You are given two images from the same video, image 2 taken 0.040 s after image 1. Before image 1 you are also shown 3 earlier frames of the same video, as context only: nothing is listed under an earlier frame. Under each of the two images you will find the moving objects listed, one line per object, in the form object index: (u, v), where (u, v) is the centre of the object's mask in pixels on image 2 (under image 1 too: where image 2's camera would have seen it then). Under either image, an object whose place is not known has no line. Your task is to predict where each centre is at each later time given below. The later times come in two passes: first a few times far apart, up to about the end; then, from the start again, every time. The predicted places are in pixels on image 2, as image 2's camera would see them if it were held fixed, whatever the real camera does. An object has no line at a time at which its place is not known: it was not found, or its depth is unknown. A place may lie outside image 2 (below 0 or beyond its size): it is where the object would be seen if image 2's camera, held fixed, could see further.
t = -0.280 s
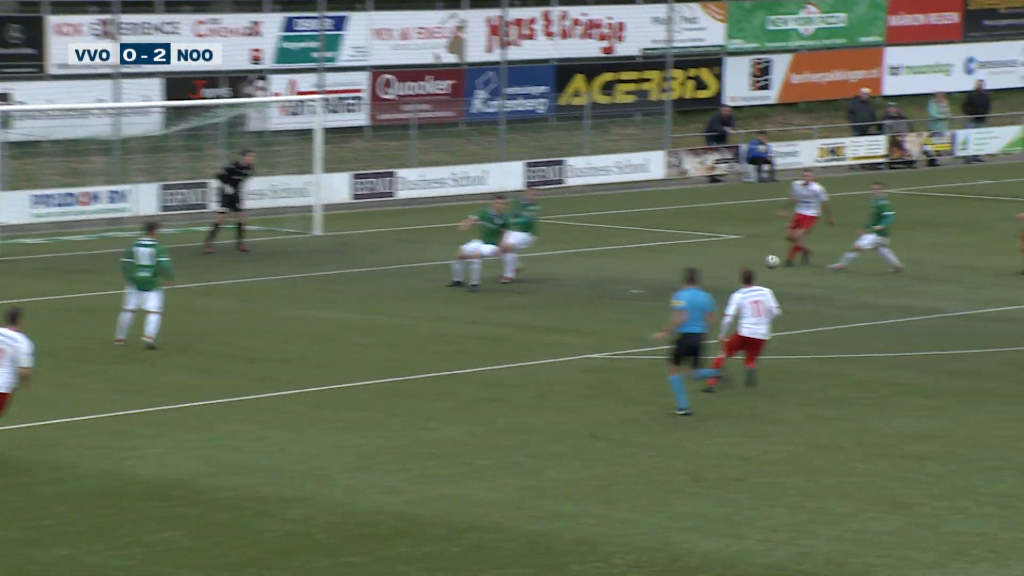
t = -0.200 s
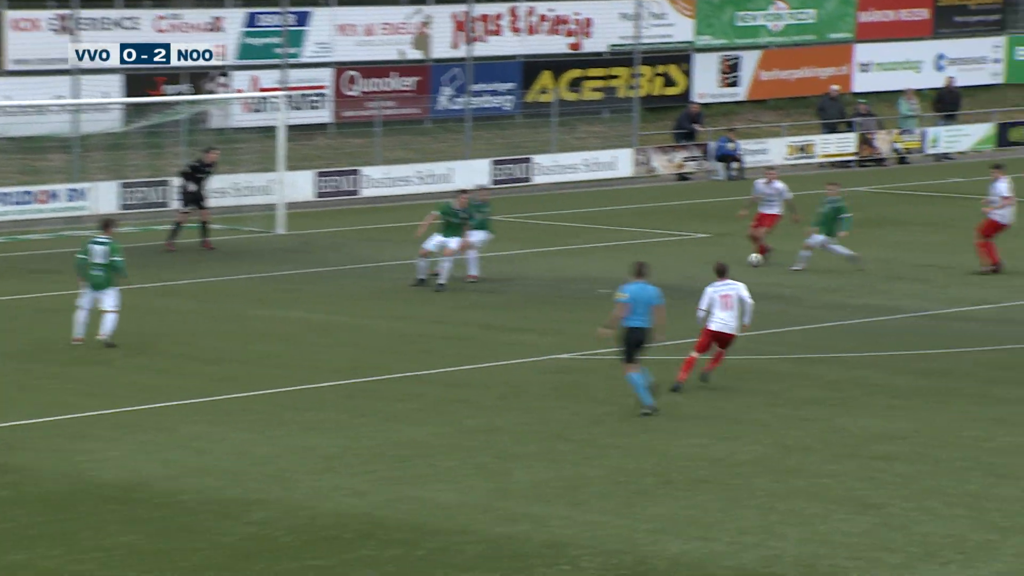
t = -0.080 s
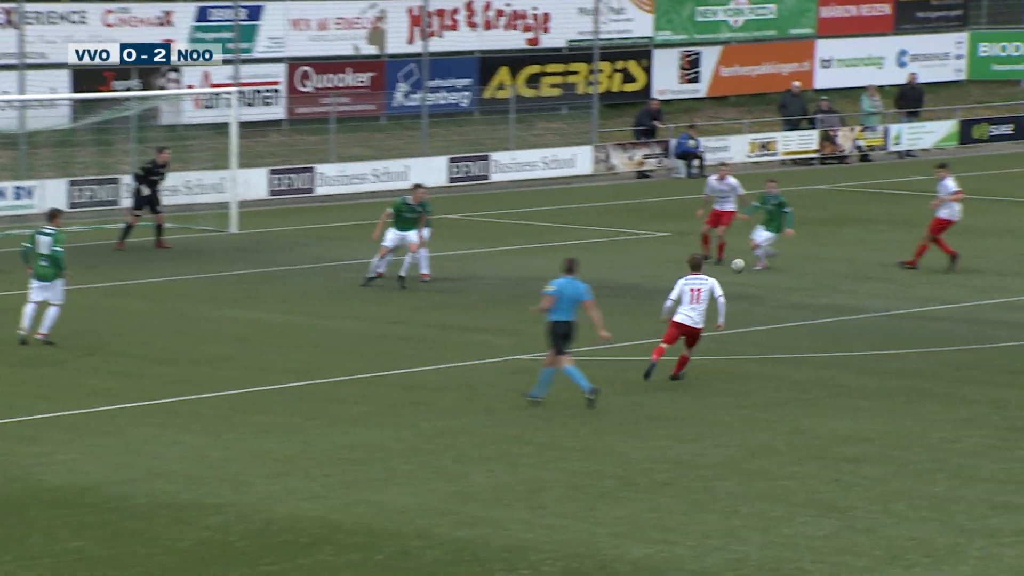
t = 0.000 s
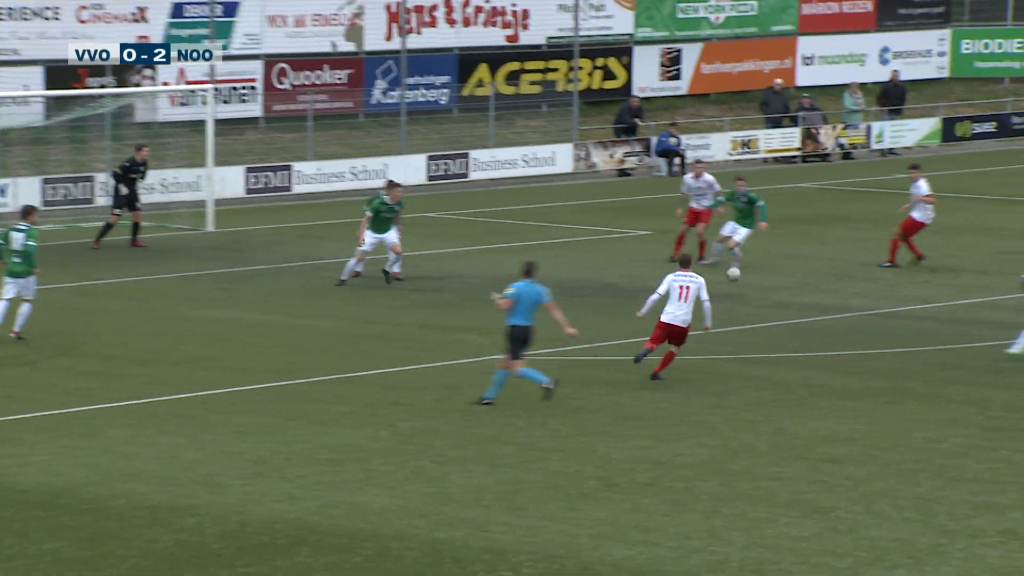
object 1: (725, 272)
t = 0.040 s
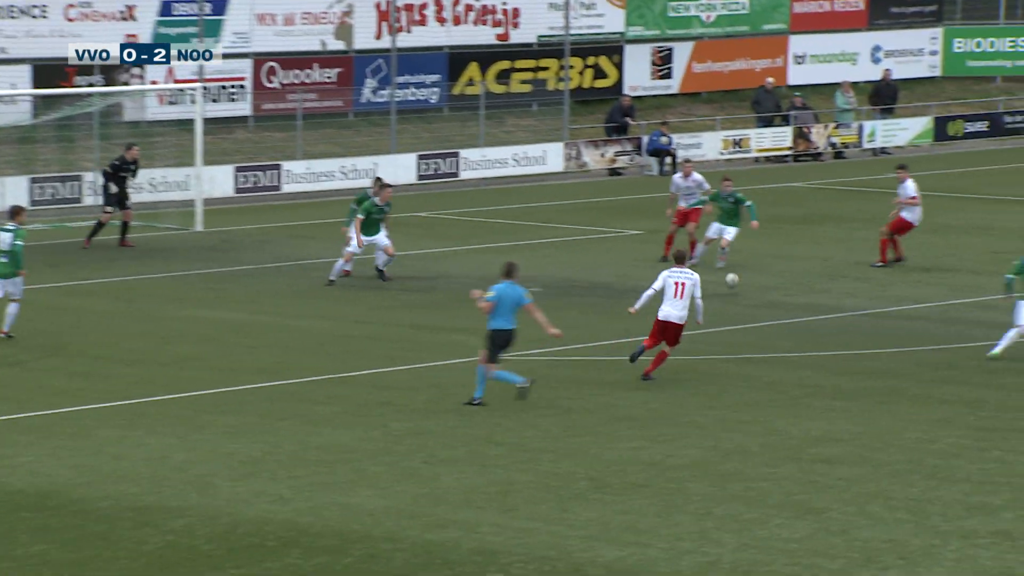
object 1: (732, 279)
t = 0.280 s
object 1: (780, 276)
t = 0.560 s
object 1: (839, 289)
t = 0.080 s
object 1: (739, 285)
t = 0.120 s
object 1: (747, 281)
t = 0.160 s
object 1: (756, 278)
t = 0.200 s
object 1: (763, 276)
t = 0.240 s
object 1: (772, 275)
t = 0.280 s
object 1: (780, 276)
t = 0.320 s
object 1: (790, 277)
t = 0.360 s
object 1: (798, 279)
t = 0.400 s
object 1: (806, 284)
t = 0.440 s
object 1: (815, 289)
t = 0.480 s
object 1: (823, 291)
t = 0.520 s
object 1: (832, 290)
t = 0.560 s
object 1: (839, 289)
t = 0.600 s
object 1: (848, 289)
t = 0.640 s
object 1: (856, 290)
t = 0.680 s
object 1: (864, 293)
